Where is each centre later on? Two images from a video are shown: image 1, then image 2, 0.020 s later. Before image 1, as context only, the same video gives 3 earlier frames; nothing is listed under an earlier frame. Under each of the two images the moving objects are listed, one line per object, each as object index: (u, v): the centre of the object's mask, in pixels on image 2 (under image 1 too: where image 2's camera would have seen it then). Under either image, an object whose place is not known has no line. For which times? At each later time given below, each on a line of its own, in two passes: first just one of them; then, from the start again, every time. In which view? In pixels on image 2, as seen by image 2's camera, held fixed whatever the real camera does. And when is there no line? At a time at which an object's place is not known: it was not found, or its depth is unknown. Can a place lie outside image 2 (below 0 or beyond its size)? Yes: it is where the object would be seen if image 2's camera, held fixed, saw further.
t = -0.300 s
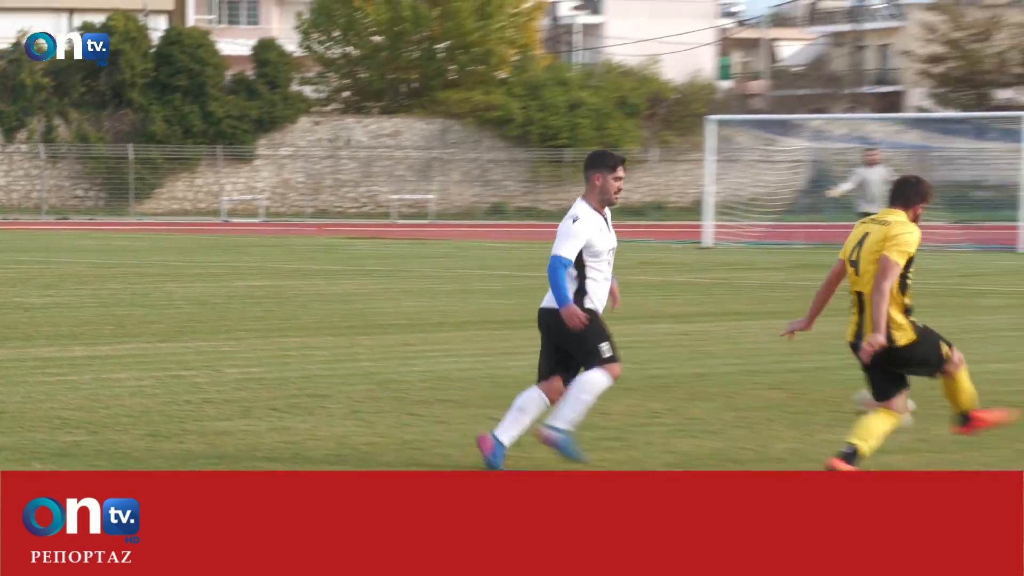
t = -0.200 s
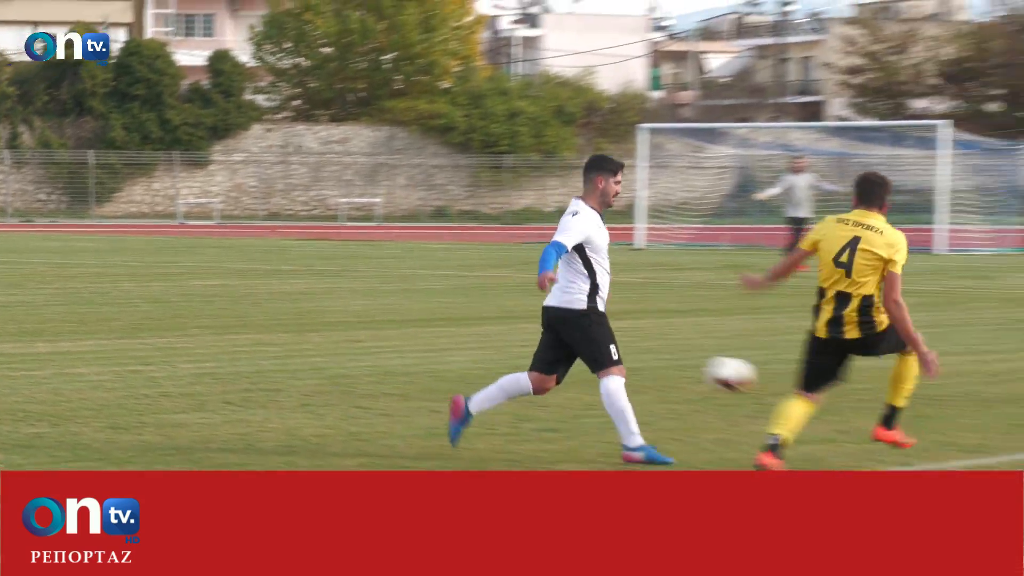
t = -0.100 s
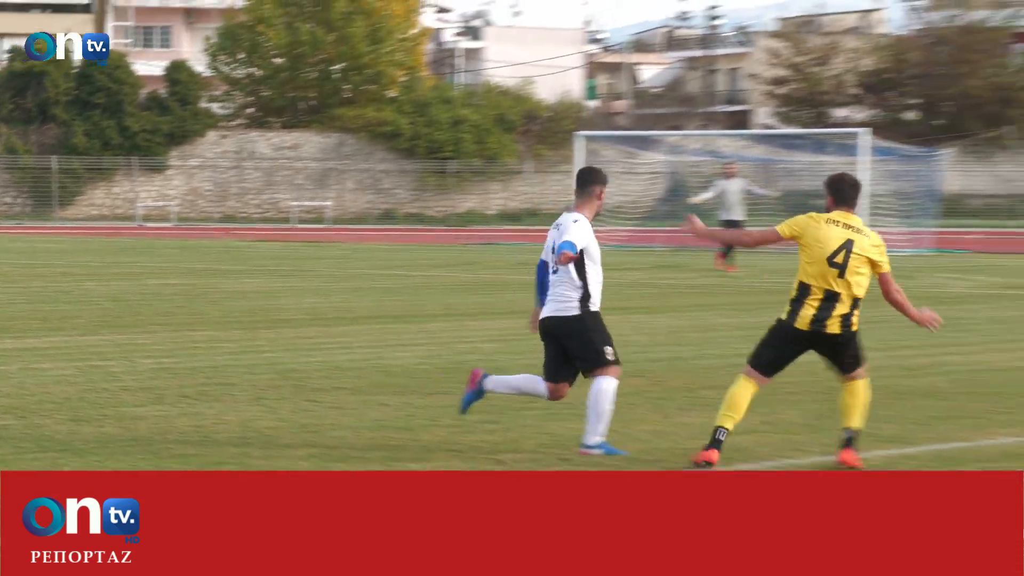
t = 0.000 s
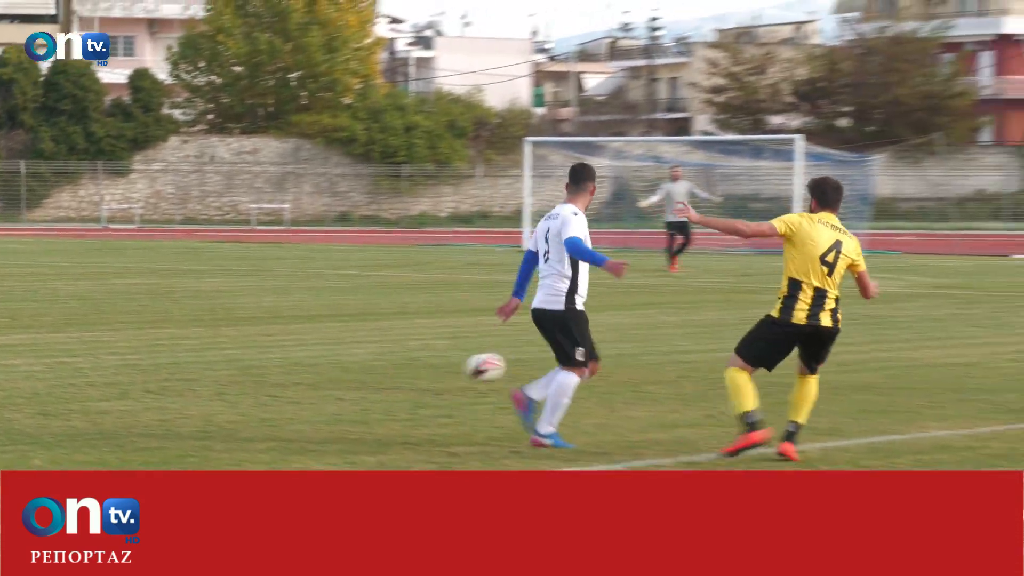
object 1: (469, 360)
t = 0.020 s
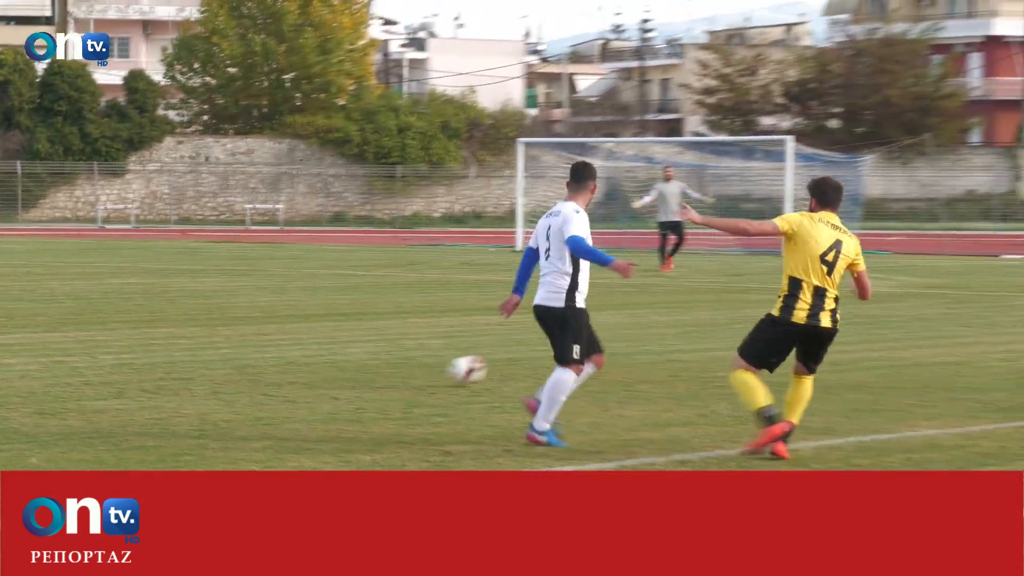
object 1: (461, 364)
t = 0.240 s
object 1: (377, 324)
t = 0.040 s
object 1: (452, 368)
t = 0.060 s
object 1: (443, 362)
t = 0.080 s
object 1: (434, 355)
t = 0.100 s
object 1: (428, 349)
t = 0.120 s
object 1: (419, 344)
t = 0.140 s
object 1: (413, 339)
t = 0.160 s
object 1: (405, 334)
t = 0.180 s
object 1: (396, 329)
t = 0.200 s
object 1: (389, 326)
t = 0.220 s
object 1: (384, 326)
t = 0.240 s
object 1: (377, 324)
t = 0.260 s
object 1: (370, 322)
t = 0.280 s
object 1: (361, 320)
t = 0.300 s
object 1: (356, 322)
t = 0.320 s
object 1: (349, 322)
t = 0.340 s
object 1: (343, 323)
